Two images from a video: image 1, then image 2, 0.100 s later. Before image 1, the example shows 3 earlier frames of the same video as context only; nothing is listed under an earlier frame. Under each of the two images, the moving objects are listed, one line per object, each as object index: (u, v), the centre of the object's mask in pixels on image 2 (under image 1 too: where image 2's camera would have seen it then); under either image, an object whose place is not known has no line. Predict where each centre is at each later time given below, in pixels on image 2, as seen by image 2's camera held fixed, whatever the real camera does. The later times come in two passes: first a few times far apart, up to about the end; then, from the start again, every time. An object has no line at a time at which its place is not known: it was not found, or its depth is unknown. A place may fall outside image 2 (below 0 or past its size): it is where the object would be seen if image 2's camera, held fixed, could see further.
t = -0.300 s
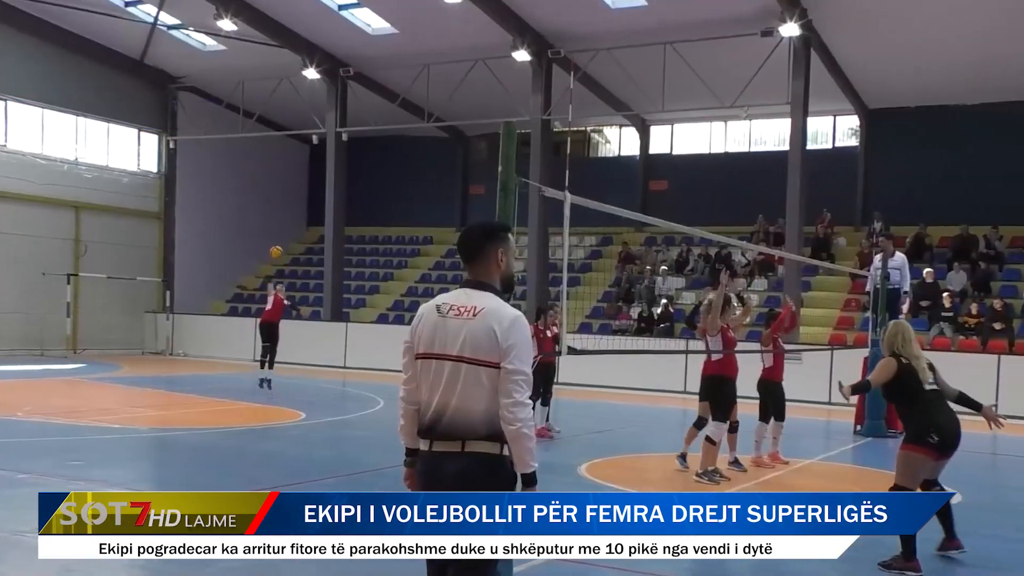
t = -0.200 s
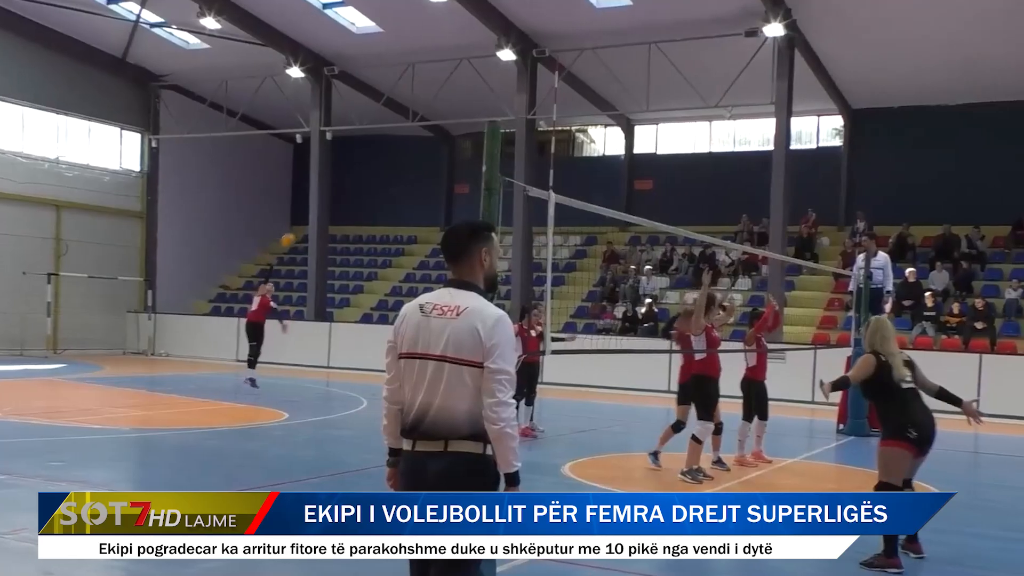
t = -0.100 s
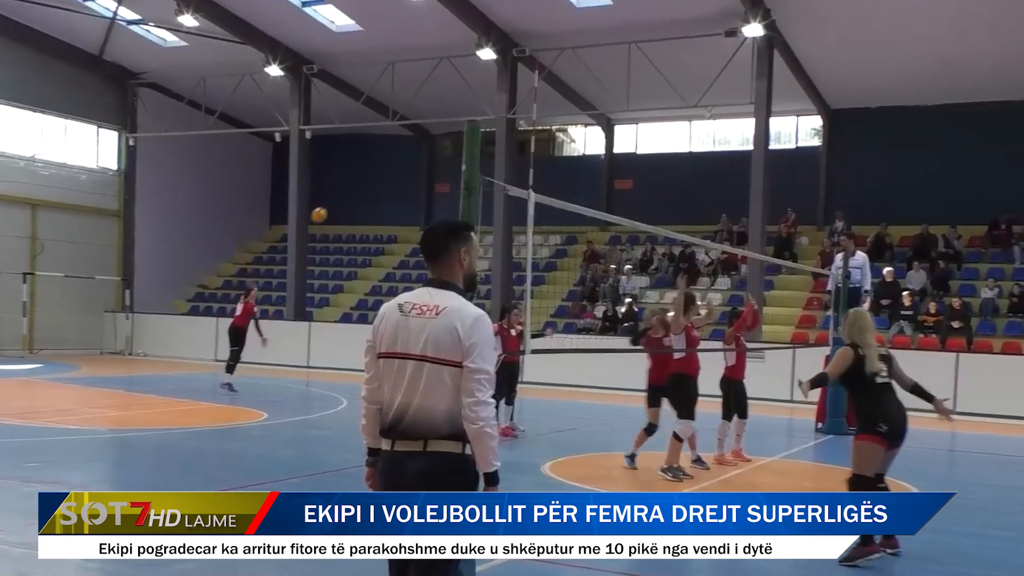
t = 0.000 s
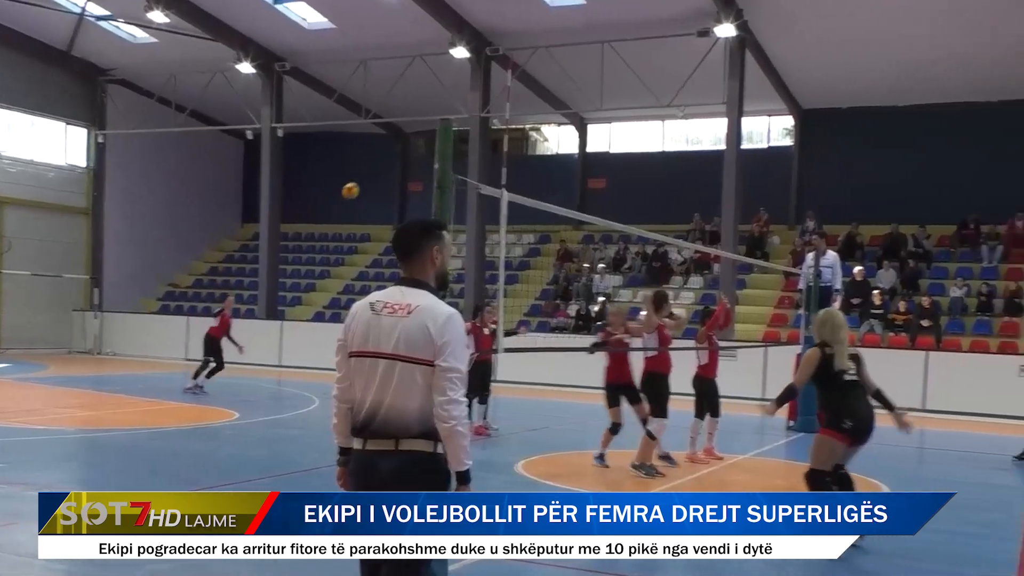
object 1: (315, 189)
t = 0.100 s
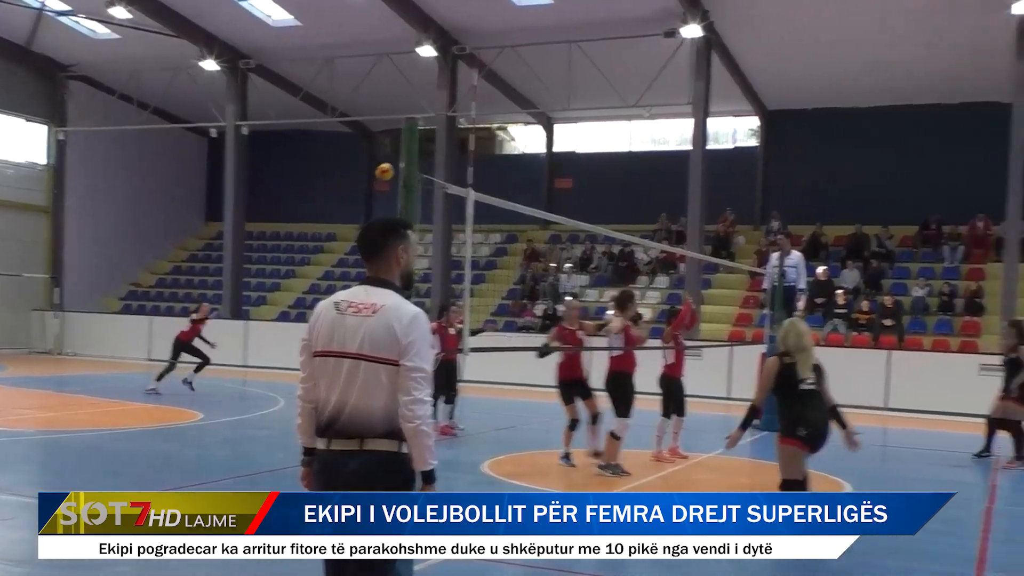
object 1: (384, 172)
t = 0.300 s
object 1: (548, 159)
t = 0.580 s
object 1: (854, 205)
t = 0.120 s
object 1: (397, 170)
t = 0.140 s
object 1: (419, 166)
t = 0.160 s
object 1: (430, 167)
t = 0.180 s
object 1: (446, 165)
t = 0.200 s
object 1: (462, 164)
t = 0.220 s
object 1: (478, 160)
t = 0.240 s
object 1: (495, 160)
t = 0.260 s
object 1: (512, 160)
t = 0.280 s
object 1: (529, 160)
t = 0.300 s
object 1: (548, 159)
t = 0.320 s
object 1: (566, 160)
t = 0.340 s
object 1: (585, 160)
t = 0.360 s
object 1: (604, 161)
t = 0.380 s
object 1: (624, 162)
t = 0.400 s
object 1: (644, 164)
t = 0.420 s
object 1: (664, 167)
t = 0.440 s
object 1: (684, 170)
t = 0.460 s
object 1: (707, 173)
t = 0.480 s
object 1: (729, 177)
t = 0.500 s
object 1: (751, 182)
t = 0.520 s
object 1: (775, 187)
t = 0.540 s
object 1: (800, 192)
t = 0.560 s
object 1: (827, 198)
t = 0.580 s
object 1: (854, 205)
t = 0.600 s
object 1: (881, 212)
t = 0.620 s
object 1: (912, 219)
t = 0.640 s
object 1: (942, 229)
